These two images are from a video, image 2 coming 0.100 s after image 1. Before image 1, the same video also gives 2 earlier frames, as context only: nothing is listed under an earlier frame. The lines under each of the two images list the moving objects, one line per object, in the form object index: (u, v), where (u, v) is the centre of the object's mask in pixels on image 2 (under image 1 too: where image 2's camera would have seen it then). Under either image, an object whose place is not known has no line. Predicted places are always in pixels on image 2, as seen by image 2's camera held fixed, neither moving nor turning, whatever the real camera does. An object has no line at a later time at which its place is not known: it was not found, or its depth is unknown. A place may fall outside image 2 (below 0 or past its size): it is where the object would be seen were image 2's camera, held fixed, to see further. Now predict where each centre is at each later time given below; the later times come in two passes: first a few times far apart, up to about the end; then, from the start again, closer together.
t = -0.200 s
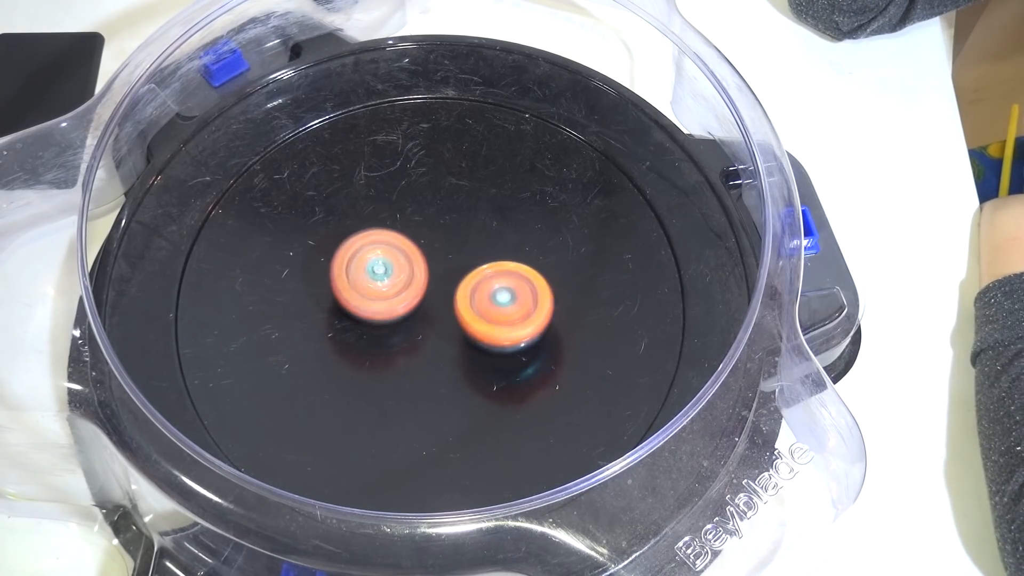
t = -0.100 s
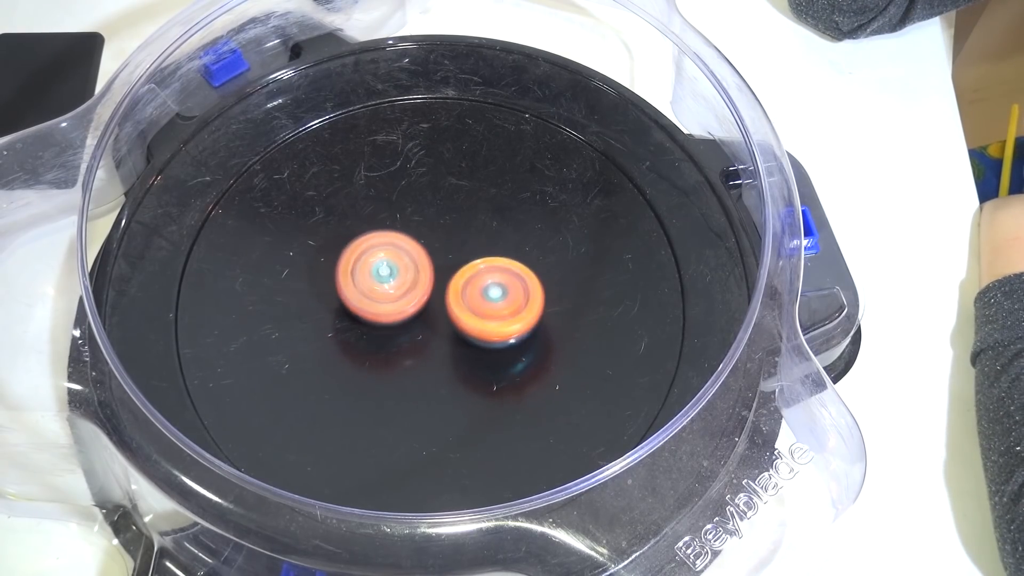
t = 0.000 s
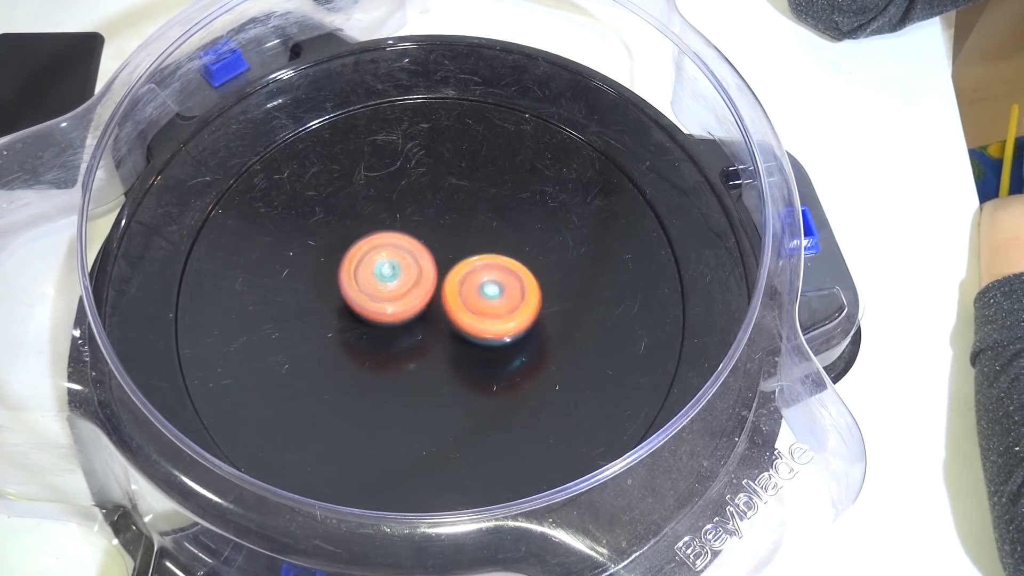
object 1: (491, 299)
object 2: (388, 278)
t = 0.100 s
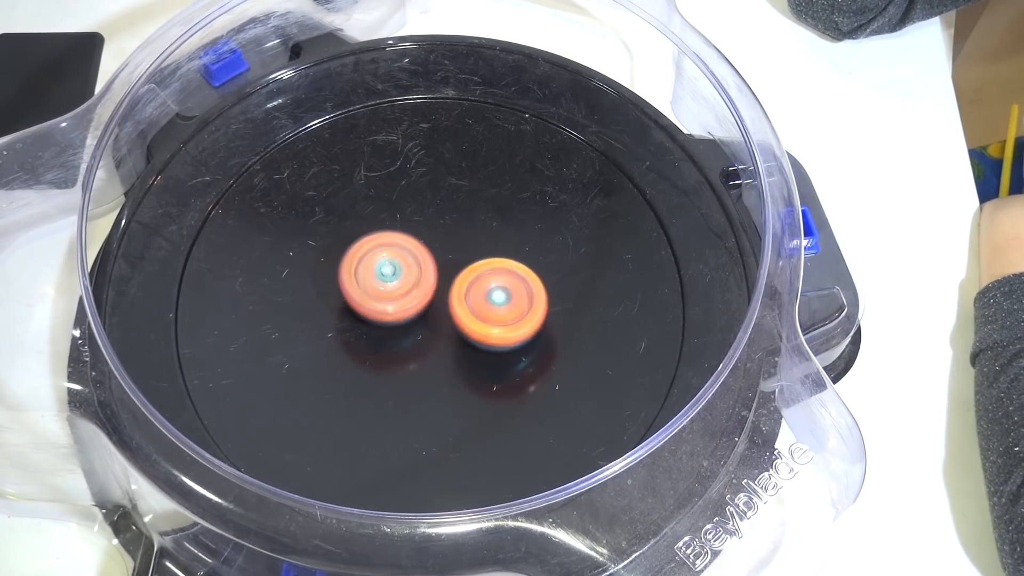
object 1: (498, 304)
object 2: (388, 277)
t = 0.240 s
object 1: (492, 298)
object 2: (390, 281)
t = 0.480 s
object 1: (491, 294)
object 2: (387, 285)
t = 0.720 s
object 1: (507, 293)
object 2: (371, 285)
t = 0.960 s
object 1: (502, 291)
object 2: (369, 287)
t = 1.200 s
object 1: (488, 291)
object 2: (380, 292)
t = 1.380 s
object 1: (498, 294)
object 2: (373, 296)
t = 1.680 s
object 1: (478, 286)
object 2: (377, 309)
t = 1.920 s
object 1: (476, 281)
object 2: (377, 317)
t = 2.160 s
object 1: (473, 277)
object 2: (381, 320)
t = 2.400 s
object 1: (524, 265)
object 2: (347, 319)
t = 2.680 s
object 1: (516, 270)
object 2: (368, 316)
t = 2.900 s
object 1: (500, 273)
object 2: (407, 321)
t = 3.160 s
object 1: (536, 239)
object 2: (338, 371)
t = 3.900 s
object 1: (447, 211)
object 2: (463, 325)
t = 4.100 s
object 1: (441, 215)
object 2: (495, 318)
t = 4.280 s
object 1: (435, 220)
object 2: (492, 315)
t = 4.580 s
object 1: (419, 229)
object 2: (478, 302)
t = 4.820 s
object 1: (375, 163)
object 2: (465, 321)
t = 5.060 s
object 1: (367, 179)
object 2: (467, 315)
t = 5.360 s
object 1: (378, 244)
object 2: (467, 308)
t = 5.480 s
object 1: (377, 281)
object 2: (477, 317)
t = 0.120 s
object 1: (497, 303)
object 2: (388, 278)
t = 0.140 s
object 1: (495, 302)
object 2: (389, 278)
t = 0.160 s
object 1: (494, 301)
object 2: (390, 279)
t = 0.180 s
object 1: (493, 300)
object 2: (391, 280)
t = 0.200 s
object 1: (492, 299)
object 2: (391, 280)
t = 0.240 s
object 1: (492, 298)
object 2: (390, 281)
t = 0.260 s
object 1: (492, 297)
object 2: (389, 280)
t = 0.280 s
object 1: (492, 297)
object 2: (390, 281)
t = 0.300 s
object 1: (491, 296)
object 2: (390, 282)
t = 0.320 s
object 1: (491, 296)
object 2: (390, 282)
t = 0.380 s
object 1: (491, 295)
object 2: (389, 283)
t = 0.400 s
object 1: (491, 295)
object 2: (389, 283)
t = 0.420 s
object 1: (492, 295)
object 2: (388, 283)
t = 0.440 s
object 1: (493, 295)
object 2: (388, 283)
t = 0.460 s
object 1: (492, 294)
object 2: (387, 284)
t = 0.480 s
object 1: (491, 294)
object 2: (387, 285)
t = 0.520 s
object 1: (490, 292)
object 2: (386, 285)
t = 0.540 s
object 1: (489, 291)
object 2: (386, 286)
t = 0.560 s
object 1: (489, 291)
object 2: (386, 286)
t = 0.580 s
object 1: (489, 290)
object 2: (386, 287)
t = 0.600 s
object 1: (488, 289)
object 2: (386, 287)
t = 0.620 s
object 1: (492, 289)
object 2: (382, 287)
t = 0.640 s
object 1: (499, 291)
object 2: (376, 286)
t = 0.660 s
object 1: (504, 292)
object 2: (374, 285)
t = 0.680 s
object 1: (507, 292)
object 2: (372, 284)
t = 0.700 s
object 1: (507, 293)
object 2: (373, 284)
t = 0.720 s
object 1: (507, 293)
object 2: (371, 285)
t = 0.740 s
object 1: (507, 292)
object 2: (370, 285)
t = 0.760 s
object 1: (506, 292)
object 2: (369, 285)
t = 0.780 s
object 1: (505, 292)
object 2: (368, 285)
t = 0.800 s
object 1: (504, 291)
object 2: (368, 285)
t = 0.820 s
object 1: (503, 291)
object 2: (367, 285)
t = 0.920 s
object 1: (503, 291)
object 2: (368, 287)
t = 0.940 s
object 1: (503, 291)
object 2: (369, 287)
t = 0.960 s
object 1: (502, 291)
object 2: (369, 287)
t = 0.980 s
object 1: (502, 291)
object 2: (371, 287)
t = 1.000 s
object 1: (501, 290)
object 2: (371, 287)
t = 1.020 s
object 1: (500, 291)
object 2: (372, 288)
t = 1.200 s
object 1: (488, 291)
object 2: (380, 292)
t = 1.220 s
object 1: (486, 291)
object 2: (381, 293)
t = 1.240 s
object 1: (485, 291)
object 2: (382, 294)
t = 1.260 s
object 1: (485, 291)
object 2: (382, 294)
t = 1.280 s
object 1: (489, 291)
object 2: (378, 295)
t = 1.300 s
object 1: (495, 291)
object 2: (374, 294)
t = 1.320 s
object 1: (499, 292)
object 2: (372, 294)
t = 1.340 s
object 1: (500, 293)
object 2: (372, 294)
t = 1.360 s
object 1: (500, 293)
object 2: (373, 295)
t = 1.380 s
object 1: (498, 294)
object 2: (373, 296)
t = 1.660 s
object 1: (480, 287)
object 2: (377, 308)
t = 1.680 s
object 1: (478, 286)
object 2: (377, 309)
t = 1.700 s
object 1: (477, 286)
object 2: (378, 310)
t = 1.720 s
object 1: (476, 285)
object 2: (378, 310)
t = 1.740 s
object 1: (476, 285)
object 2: (378, 311)
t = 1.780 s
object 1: (476, 284)
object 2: (378, 312)
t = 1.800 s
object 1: (475, 284)
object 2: (379, 313)
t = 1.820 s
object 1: (475, 284)
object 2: (378, 314)
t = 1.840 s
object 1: (477, 283)
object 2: (376, 315)
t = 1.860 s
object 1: (478, 282)
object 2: (375, 315)
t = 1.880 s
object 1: (478, 282)
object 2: (376, 315)
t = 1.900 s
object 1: (478, 282)
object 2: (376, 316)
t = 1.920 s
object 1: (476, 281)
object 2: (377, 317)
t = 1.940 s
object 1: (476, 281)
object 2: (377, 317)
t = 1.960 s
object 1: (475, 281)
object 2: (377, 318)
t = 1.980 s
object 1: (474, 280)
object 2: (377, 318)
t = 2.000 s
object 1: (473, 280)
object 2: (378, 318)
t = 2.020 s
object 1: (473, 279)
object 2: (379, 318)
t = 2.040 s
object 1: (472, 278)
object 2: (379, 319)
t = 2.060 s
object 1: (474, 278)
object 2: (379, 319)
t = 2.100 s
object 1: (474, 278)
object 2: (381, 320)
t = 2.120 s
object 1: (474, 278)
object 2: (381, 320)
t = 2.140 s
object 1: (473, 277)
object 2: (382, 320)
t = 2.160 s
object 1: (473, 277)
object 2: (381, 320)
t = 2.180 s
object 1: (483, 275)
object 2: (370, 319)
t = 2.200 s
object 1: (495, 272)
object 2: (359, 320)
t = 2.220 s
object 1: (506, 269)
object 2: (351, 320)
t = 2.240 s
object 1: (513, 267)
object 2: (346, 320)
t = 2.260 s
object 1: (519, 267)
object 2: (344, 319)
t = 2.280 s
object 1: (522, 266)
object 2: (344, 319)
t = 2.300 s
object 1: (523, 267)
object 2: (345, 319)
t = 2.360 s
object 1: (523, 266)
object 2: (346, 319)
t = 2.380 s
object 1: (524, 265)
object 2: (347, 319)
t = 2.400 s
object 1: (524, 265)
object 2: (347, 319)
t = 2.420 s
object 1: (524, 266)
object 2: (348, 319)
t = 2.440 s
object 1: (523, 265)
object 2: (349, 319)
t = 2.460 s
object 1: (522, 266)
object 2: (350, 318)
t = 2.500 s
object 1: (522, 266)
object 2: (351, 317)
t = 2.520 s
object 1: (521, 267)
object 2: (352, 317)
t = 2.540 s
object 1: (520, 266)
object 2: (353, 317)
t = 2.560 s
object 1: (519, 267)
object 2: (355, 317)
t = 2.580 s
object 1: (519, 267)
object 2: (356, 316)
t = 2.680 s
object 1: (516, 270)
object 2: (368, 316)
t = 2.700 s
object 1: (515, 270)
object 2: (370, 316)
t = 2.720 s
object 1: (514, 271)
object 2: (374, 316)
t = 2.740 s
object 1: (512, 271)
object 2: (376, 316)
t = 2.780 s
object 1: (508, 272)
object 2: (382, 316)
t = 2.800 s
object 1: (507, 272)
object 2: (386, 316)
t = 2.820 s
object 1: (506, 272)
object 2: (390, 317)
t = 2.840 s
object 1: (504, 273)
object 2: (395, 318)
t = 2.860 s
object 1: (503, 273)
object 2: (399, 319)
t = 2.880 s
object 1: (501, 273)
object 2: (403, 319)
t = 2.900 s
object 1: (500, 273)
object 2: (407, 321)
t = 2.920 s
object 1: (497, 273)
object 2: (411, 321)
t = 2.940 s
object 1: (496, 273)
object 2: (415, 323)
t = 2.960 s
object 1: (502, 270)
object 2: (407, 326)
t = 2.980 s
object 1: (516, 264)
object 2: (391, 333)
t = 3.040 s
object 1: (544, 250)
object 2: (356, 347)
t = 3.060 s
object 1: (547, 246)
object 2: (348, 353)
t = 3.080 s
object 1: (548, 244)
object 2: (344, 357)
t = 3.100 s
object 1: (546, 242)
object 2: (341, 362)
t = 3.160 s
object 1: (536, 239)
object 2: (338, 371)
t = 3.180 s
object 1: (532, 238)
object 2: (338, 372)
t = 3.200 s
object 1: (527, 236)
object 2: (338, 373)
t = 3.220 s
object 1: (523, 235)
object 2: (340, 372)
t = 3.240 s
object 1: (518, 234)
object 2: (340, 372)
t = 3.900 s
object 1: (447, 211)
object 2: (463, 325)
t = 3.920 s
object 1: (446, 212)
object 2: (469, 323)
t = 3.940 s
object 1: (446, 211)
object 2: (476, 322)
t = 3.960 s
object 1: (445, 212)
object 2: (480, 320)
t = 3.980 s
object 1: (444, 212)
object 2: (486, 319)
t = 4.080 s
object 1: (441, 215)
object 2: (494, 318)
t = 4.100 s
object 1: (441, 215)
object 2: (495, 318)
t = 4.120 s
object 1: (440, 216)
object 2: (495, 318)
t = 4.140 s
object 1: (440, 216)
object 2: (495, 318)
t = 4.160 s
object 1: (439, 217)
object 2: (495, 318)
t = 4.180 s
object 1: (438, 218)
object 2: (495, 317)
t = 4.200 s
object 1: (437, 218)
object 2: (494, 317)
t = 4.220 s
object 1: (437, 219)
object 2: (494, 316)
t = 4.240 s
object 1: (436, 219)
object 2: (493, 316)
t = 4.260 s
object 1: (435, 220)
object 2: (493, 315)
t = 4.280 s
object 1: (435, 220)
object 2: (492, 315)
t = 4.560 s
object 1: (422, 229)
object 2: (480, 304)
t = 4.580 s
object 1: (419, 229)
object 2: (478, 302)
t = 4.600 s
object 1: (418, 229)
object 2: (475, 299)
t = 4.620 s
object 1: (417, 226)
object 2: (473, 302)
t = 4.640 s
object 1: (416, 213)
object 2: (471, 310)
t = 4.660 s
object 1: (413, 203)
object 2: (470, 318)
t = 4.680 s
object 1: (411, 195)
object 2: (467, 323)
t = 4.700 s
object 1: (408, 187)
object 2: (464, 325)
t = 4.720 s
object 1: (403, 180)
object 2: (461, 326)
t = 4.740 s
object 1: (397, 175)
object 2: (459, 324)
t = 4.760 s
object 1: (392, 171)
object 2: (461, 322)
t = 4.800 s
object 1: (379, 164)
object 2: (464, 320)
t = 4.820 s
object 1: (375, 163)
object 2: (465, 321)
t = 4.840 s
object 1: (371, 162)
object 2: (465, 321)
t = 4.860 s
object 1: (370, 161)
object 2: (465, 321)
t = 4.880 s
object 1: (368, 161)
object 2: (464, 320)
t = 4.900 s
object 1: (367, 161)
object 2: (464, 319)
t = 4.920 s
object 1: (367, 162)
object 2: (464, 318)
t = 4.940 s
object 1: (367, 163)
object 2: (466, 318)
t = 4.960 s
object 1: (367, 165)
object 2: (466, 317)
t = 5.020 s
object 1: (367, 173)
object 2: (466, 316)
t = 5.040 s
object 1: (367, 175)
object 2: (466, 315)
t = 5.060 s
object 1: (367, 179)
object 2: (467, 315)
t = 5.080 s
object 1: (366, 182)
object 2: (467, 314)
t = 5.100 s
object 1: (367, 185)
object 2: (468, 313)
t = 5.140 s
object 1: (367, 191)
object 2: (467, 314)
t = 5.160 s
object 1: (366, 195)
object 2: (467, 313)
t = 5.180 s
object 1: (366, 197)
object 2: (467, 313)
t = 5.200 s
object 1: (366, 201)
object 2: (467, 312)
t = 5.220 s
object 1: (366, 204)
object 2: (467, 311)
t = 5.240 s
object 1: (368, 207)
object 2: (468, 311)
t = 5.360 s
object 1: (378, 244)
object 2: (467, 308)
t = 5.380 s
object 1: (381, 251)
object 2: (468, 308)
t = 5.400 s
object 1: (383, 261)
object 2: (469, 307)
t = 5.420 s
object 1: (384, 267)
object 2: (471, 308)
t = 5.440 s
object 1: (381, 272)
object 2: (476, 312)
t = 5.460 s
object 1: (379, 276)
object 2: (478, 315)
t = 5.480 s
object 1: (377, 281)
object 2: (477, 317)
